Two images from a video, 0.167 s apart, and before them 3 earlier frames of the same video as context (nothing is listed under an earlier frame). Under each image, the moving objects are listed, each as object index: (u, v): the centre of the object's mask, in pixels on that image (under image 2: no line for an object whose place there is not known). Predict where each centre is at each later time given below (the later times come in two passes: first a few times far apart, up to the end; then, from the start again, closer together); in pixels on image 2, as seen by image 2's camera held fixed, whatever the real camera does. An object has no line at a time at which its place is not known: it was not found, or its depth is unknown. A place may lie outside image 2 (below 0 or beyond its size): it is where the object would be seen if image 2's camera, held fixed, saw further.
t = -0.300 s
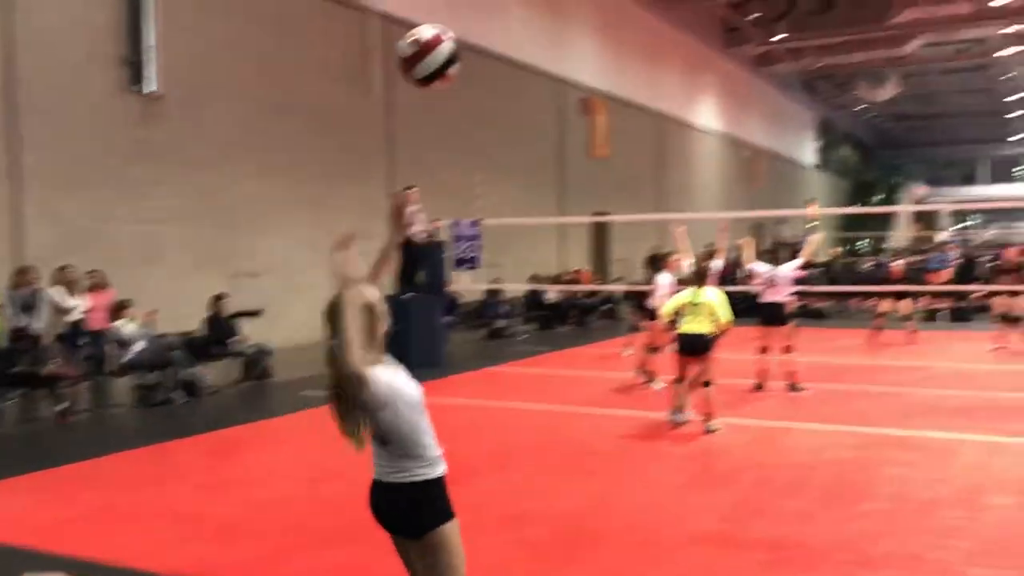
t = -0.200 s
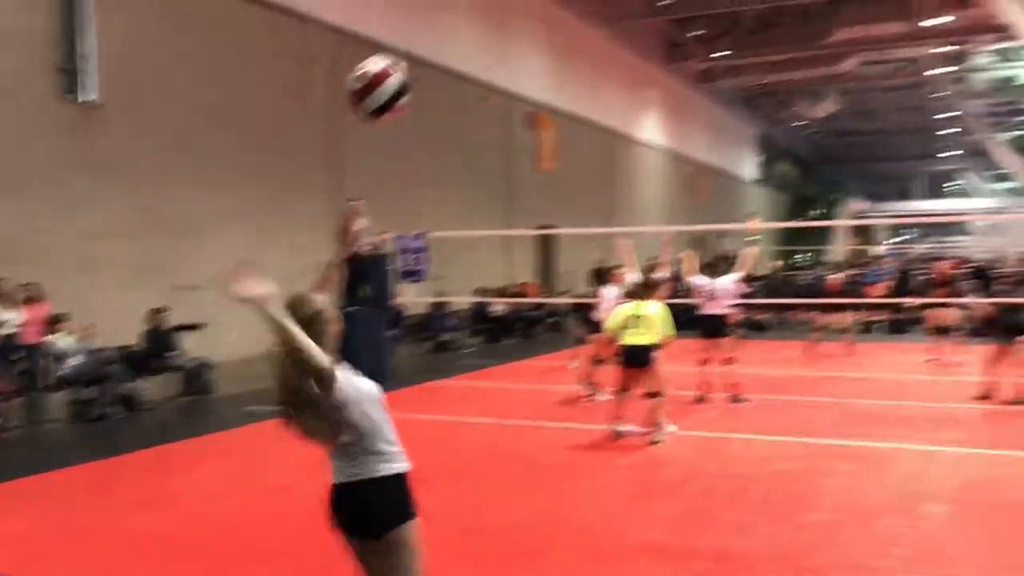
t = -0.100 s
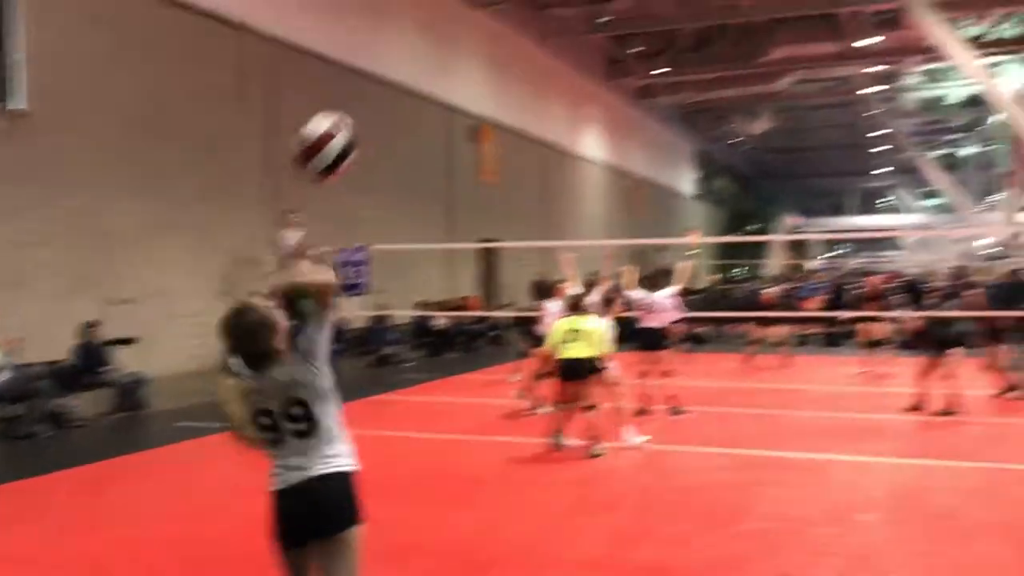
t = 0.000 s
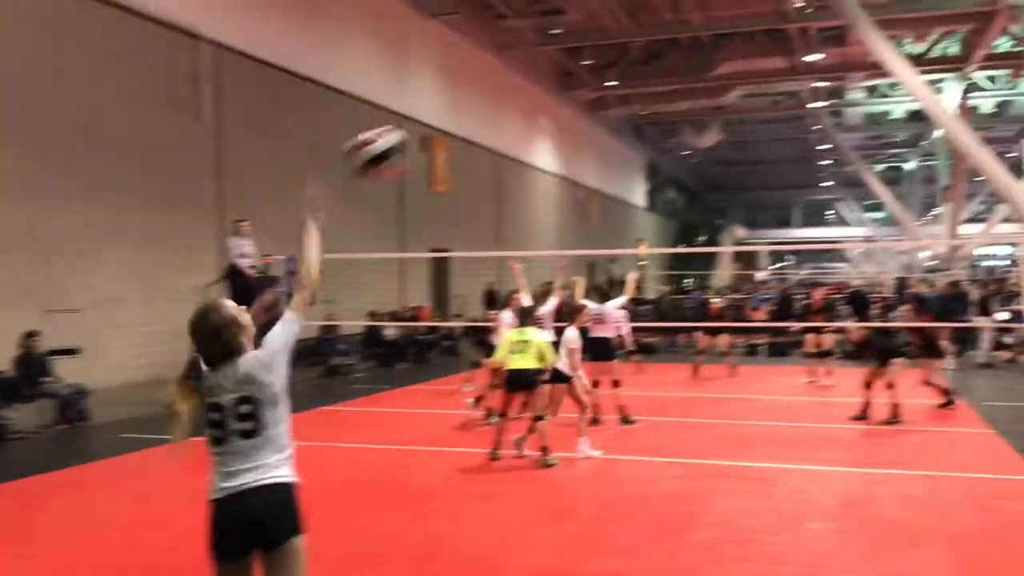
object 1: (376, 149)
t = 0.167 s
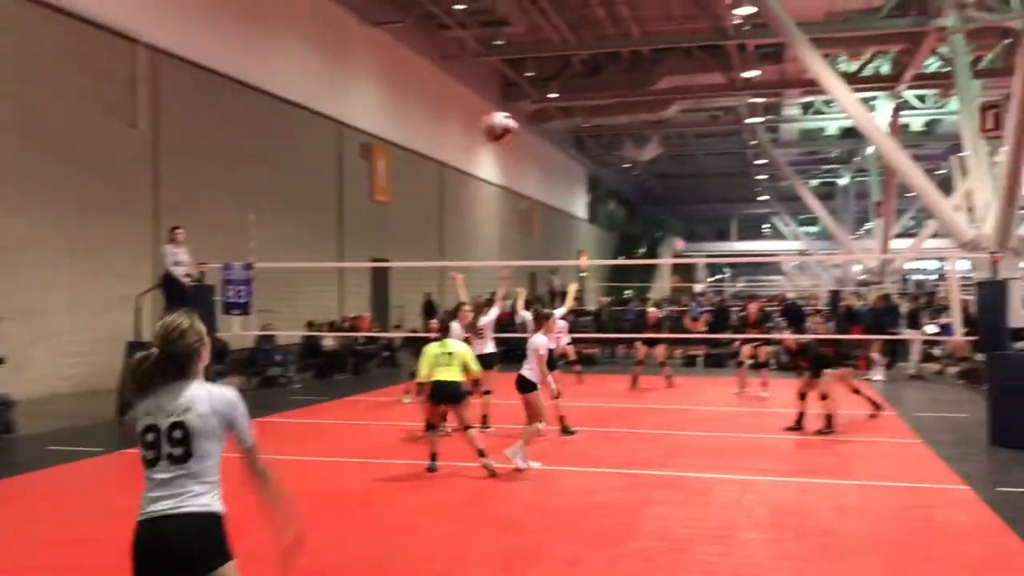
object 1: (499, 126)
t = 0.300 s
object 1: (568, 137)
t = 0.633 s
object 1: (652, 197)
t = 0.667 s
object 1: (656, 206)
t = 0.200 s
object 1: (519, 128)
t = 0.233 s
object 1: (538, 130)
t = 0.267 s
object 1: (554, 133)
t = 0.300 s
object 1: (568, 137)
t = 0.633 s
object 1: (652, 197)
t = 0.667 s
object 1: (656, 206)
